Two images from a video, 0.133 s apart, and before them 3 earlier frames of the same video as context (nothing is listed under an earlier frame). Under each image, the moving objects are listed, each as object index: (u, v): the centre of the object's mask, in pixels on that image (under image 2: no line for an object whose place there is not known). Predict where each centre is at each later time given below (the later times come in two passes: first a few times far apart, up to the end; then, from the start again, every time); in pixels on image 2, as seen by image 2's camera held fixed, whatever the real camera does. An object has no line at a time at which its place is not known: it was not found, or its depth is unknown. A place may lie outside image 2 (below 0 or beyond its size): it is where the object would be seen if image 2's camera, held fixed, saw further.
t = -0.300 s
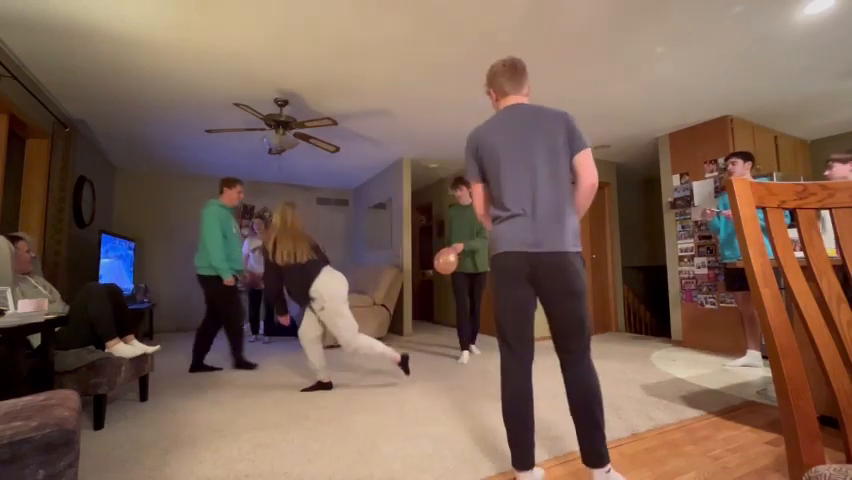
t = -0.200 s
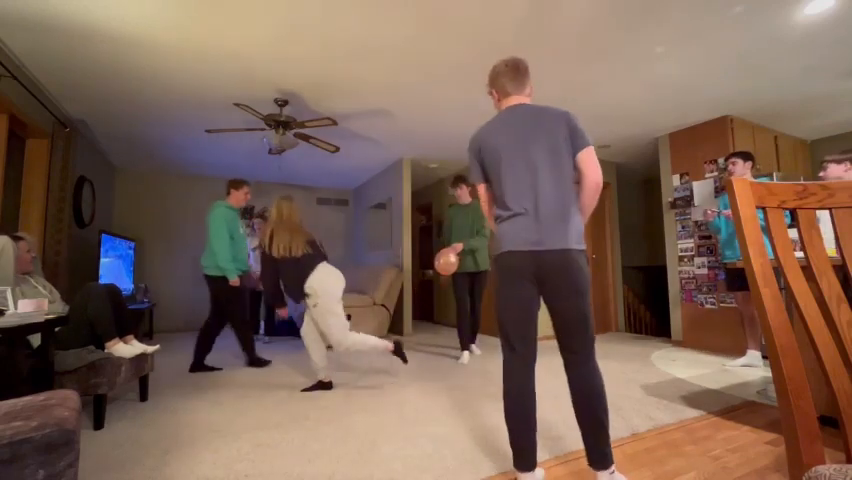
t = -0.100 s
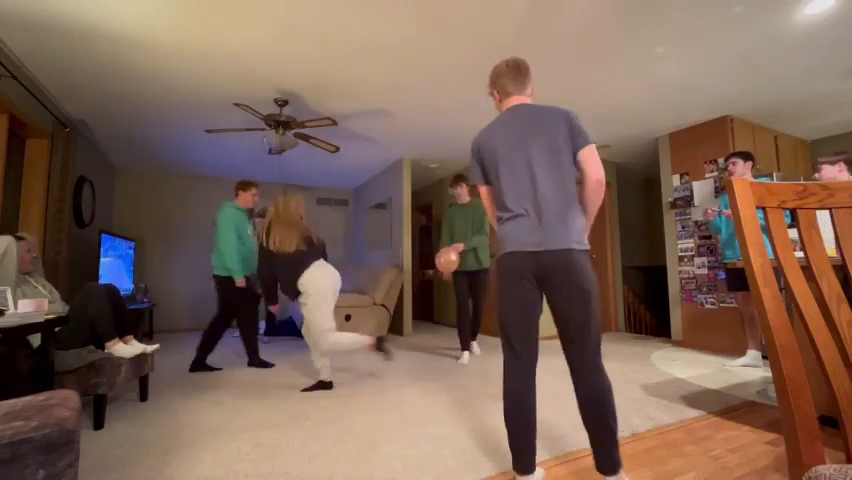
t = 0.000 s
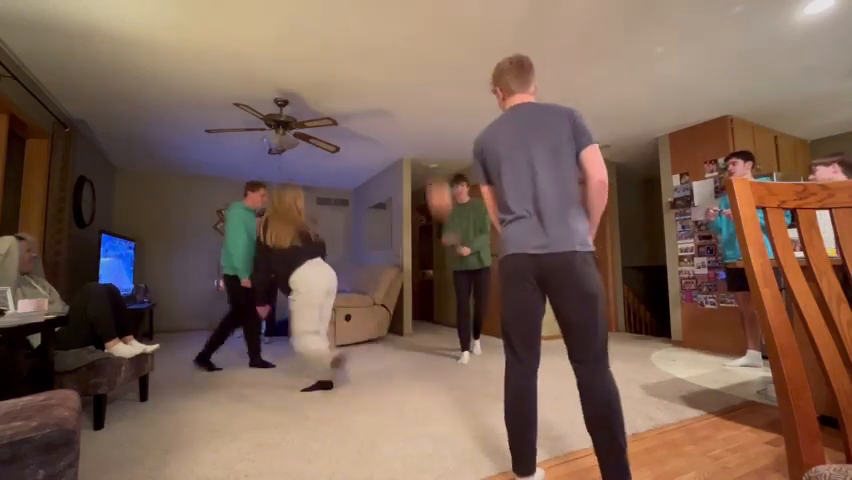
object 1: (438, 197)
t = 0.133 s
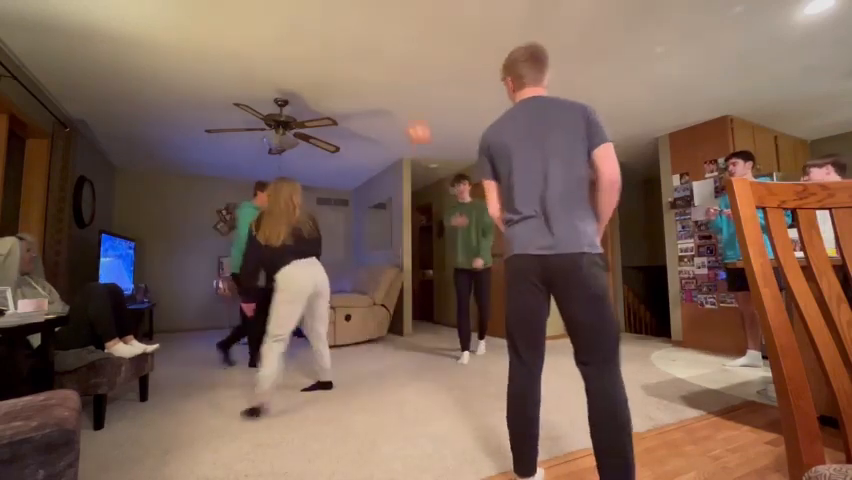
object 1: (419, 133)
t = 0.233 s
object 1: (406, 105)
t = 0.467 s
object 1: (385, 78)
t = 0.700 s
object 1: (371, 83)
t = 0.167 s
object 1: (414, 124)
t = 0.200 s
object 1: (411, 113)
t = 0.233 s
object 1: (406, 105)
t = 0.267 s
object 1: (402, 98)
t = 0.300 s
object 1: (399, 93)
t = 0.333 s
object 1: (395, 88)
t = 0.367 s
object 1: (392, 84)
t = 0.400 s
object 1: (390, 81)
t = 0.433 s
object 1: (387, 79)
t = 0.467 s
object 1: (385, 78)
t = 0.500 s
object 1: (383, 77)
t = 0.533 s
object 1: (381, 77)
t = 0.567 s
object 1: (378, 77)
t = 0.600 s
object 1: (376, 78)
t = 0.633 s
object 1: (374, 79)
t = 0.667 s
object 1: (372, 81)
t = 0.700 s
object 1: (371, 83)
